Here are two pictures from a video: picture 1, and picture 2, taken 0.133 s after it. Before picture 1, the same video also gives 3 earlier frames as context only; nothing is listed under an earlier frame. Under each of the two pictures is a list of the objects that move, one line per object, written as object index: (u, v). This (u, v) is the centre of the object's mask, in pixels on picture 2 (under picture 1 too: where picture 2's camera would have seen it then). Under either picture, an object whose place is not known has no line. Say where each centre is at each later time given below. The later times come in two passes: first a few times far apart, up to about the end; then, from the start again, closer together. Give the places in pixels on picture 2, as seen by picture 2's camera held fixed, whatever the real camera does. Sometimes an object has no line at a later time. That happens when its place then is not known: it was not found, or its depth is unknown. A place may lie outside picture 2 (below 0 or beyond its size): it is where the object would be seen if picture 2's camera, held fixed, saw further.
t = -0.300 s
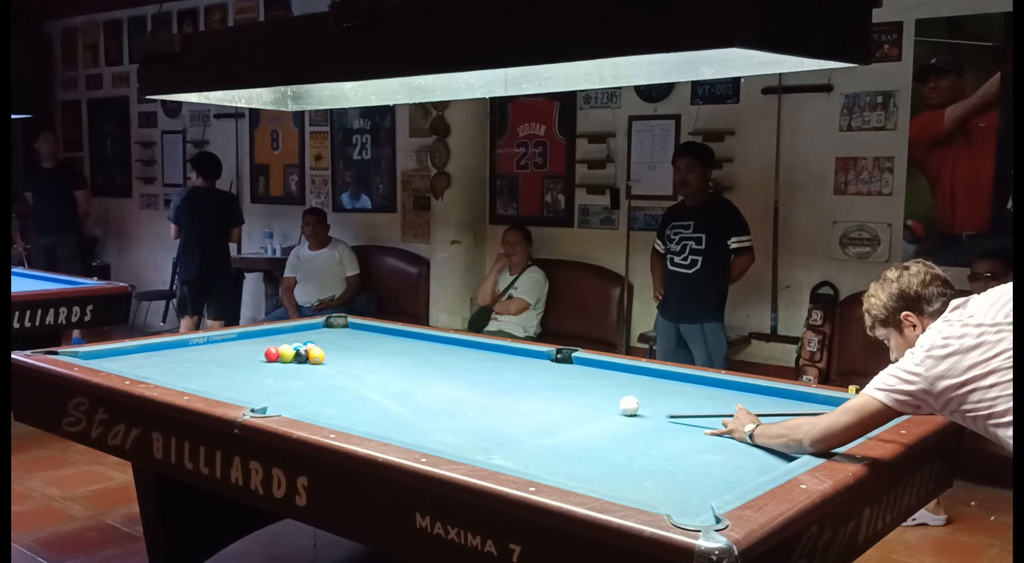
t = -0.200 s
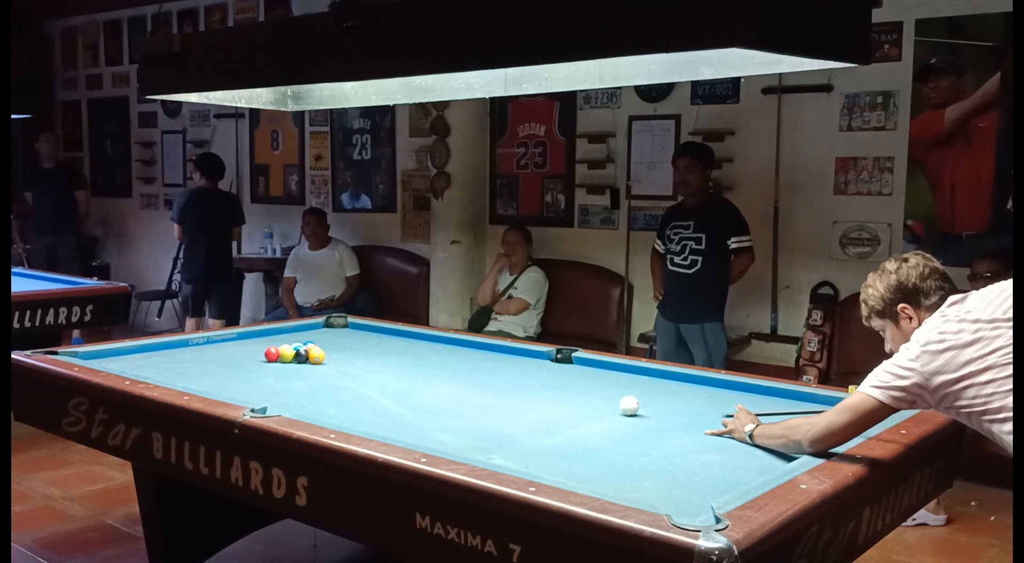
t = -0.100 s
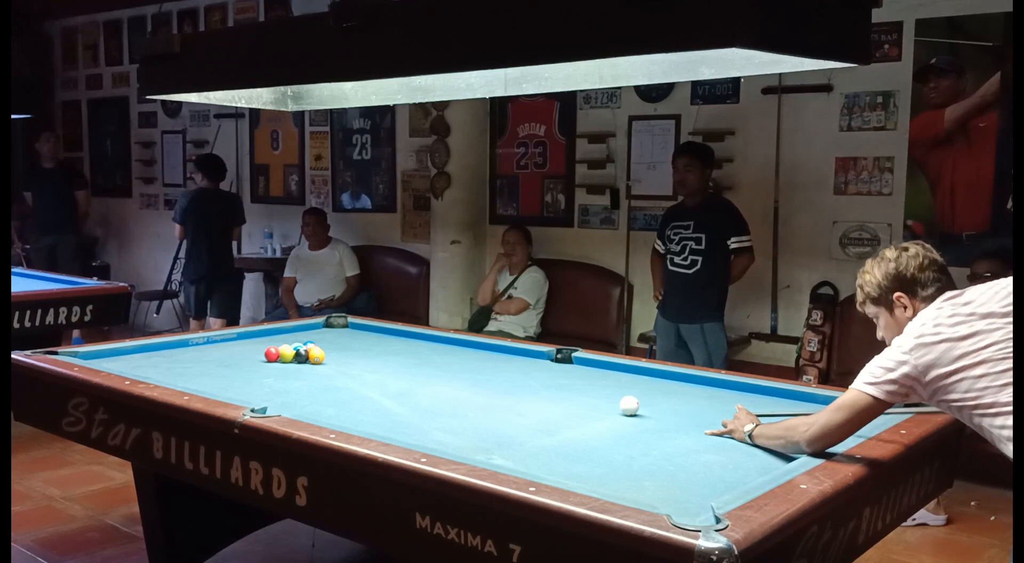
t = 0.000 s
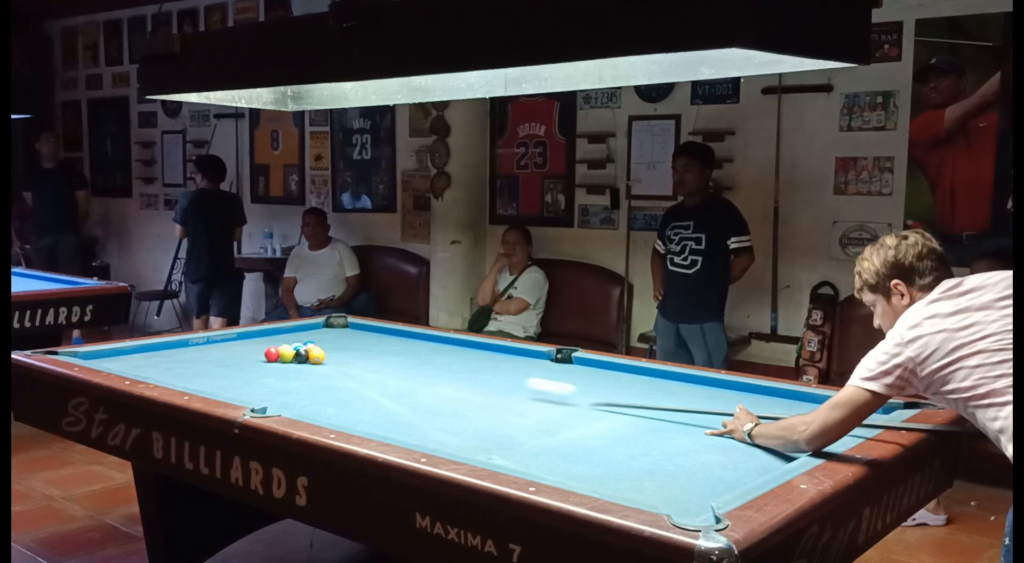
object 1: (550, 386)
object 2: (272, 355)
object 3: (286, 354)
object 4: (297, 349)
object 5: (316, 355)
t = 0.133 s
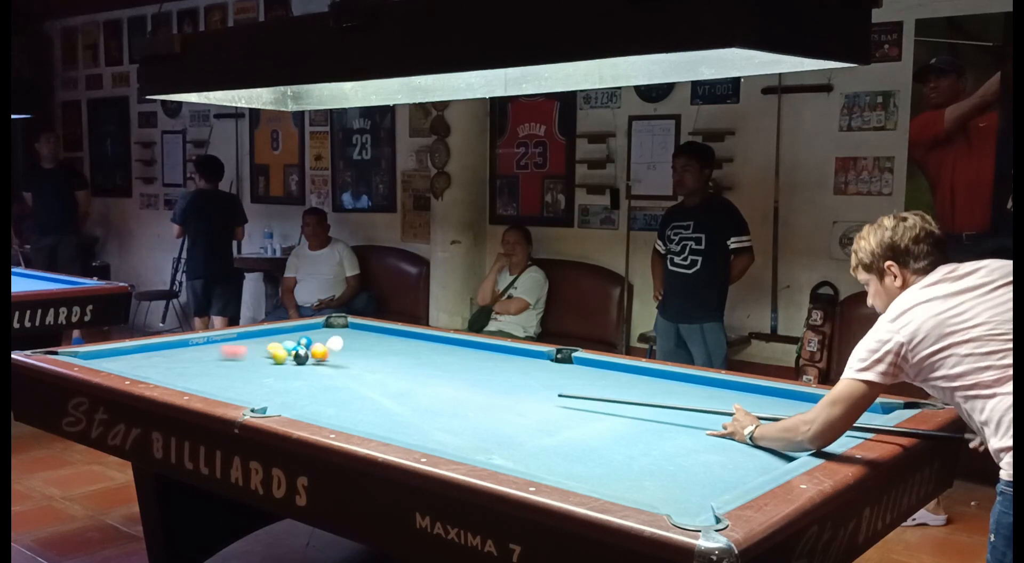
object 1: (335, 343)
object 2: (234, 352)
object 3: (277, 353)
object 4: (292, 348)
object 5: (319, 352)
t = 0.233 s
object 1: (358, 327)
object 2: (130, 350)
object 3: (259, 360)
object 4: (296, 351)
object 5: (326, 358)
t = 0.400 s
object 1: (398, 359)
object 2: (140, 370)
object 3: (227, 367)
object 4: (294, 353)
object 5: (339, 365)
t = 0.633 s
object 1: (439, 373)
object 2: (253, 385)
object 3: (180, 376)
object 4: (292, 353)
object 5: (357, 372)
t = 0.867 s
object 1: (457, 378)
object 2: (373, 395)
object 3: (184, 377)
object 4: (291, 353)
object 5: (376, 378)
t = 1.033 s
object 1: (466, 380)
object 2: (463, 403)
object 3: (210, 376)
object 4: (305, 353)
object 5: (389, 384)
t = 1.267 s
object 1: (476, 382)
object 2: (598, 416)
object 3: (244, 374)
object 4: (331, 354)
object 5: (408, 391)
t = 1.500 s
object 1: (486, 384)
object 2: (743, 431)
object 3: (275, 372)
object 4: (354, 355)
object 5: (427, 399)
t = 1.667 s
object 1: (492, 385)
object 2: (824, 435)
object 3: (297, 370)
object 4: (369, 355)
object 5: (441, 405)
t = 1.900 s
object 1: (499, 385)
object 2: (784, 409)
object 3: (328, 370)
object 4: (390, 356)
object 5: (461, 413)
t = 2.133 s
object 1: (503, 386)
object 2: (757, 391)
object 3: (353, 369)
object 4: (406, 356)
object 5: (478, 419)
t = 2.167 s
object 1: (504, 387)
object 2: (753, 389)
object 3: (357, 369)
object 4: (409, 356)
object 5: (481, 421)
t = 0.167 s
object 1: (342, 335)
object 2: (191, 351)
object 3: (272, 357)
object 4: (296, 350)
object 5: (321, 351)
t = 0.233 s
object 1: (358, 327)
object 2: (130, 350)
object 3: (259, 360)
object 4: (296, 351)
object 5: (326, 358)
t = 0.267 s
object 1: (365, 327)
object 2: (132, 354)
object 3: (253, 362)
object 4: (296, 351)
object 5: (329, 359)
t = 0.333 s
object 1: (382, 336)
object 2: (135, 364)
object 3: (240, 364)
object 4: (295, 352)
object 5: (334, 362)
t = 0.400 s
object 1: (398, 359)
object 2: (140, 370)
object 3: (227, 367)
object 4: (294, 353)
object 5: (339, 365)
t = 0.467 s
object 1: (411, 360)
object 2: (171, 375)
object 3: (214, 369)
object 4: (293, 353)
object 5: (344, 367)
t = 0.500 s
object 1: (417, 358)
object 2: (187, 377)
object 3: (207, 371)
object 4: (293, 353)
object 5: (347, 367)
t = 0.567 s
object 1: (429, 363)
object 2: (220, 382)
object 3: (194, 373)
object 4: (293, 353)
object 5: (352, 370)
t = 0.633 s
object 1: (439, 373)
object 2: (253, 385)
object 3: (180, 376)
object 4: (292, 353)
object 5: (357, 372)
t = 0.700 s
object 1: (447, 375)
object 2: (288, 387)
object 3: (166, 376)
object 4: (292, 353)
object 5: (362, 374)
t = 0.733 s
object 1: (450, 377)
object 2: (303, 389)
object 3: (163, 376)
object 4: (291, 353)
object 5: (365, 375)
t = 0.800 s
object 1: (454, 378)
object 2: (338, 392)
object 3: (174, 377)
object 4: (291, 353)
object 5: (370, 377)
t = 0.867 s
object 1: (457, 378)
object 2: (373, 395)
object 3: (184, 377)
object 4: (291, 353)
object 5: (376, 378)
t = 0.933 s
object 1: (461, 379)
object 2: (408, 398)
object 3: (195, 378)
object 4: (294, 353)
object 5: (381, 381)
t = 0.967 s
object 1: (463, 380)
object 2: (427, 400)
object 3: (200, 377)
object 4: (298, 353)
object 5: (384, 382)
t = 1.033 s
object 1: (466, 380)
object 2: (463, 403)
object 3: (210, 376)
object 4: (305, 353)
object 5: (389, 384)
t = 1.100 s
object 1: (469, 381)
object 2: (500, 407)
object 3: (220, 376)
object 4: (313, 353)
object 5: (394, 386)
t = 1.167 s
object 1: (472, 381)
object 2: (539, 411)
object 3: (230, 375)
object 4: (320, 354)
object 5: (400, 388)
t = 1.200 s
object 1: (473, 381)
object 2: (558, 412)
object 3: (235, 375)
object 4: (323, 353)
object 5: (403, 389)
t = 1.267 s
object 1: (476, 382)
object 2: (598, 416)
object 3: (244, 374)
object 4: (331, 354)
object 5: (408, 391)
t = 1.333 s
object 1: (479, 382)
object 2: (638, 420)
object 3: (254, 373)
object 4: (337, 354)
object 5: (413, 394)
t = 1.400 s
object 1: (482, 383)
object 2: (679, 424)
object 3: (262, 373)
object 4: (344, 354)
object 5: (419, 396)
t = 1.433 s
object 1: (483, 383)
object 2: (700, 426)
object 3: (267, 372)
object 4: (347, 354)
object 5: (422, 397)
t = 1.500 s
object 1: (486, 384)
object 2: (743, 431)
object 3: (275, 372)
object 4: (354, 355)
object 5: (427, 399)
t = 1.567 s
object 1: (488, 384)
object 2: (788, 435)
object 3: (284, 371)
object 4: (360, 355)
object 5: (433, 401)
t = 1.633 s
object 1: (490, 384)
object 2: (830, 436)
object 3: (293, 371)
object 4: (366, 355)
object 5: (438, 404)
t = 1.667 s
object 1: (492, 385)
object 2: (824, 435)
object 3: (297, 370)
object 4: (369, 355)
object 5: (441, 405)
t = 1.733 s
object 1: (494, 385)
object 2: (810, 427)
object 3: (306, 370)
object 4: (376, 355)
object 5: (447, 407)
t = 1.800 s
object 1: (496, 385)
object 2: (799, 419)
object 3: (315, 370)
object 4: (382, 355)
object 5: (452, 409)
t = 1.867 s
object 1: (498, 385)
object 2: (789, 413)
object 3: (324, 370)
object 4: (387, 355)
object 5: (458, 412)
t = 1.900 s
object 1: (499, 385)
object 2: (784, 409)
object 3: (328, 370)
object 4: (390, 356)
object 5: (461, 413)
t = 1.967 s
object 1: (500, 386)
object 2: (775, 403)
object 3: (337, 369)
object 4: (395, 355)
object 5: (466, 415)
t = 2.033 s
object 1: (502, 386)
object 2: (766, 397)
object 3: (345, 369)
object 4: (401, 356)
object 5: (472, 417)
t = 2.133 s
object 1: (503, 386)
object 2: (757, 391)
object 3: (353, 369)
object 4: (406, 356)
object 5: (478, 419)
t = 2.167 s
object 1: (504, 387)
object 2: (753, 389)
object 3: (357, 369)
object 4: (409, 356)
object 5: (481, 421)
